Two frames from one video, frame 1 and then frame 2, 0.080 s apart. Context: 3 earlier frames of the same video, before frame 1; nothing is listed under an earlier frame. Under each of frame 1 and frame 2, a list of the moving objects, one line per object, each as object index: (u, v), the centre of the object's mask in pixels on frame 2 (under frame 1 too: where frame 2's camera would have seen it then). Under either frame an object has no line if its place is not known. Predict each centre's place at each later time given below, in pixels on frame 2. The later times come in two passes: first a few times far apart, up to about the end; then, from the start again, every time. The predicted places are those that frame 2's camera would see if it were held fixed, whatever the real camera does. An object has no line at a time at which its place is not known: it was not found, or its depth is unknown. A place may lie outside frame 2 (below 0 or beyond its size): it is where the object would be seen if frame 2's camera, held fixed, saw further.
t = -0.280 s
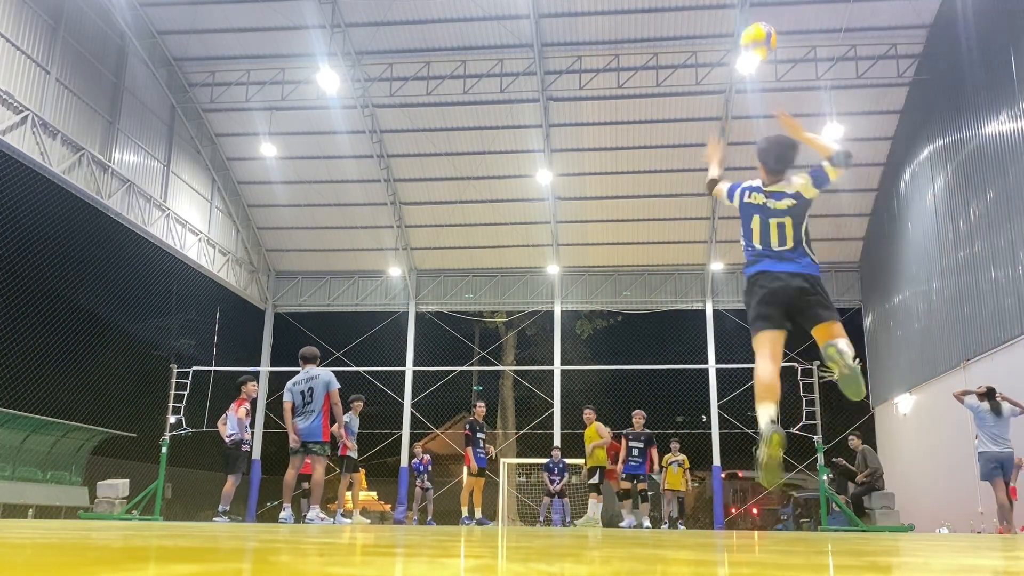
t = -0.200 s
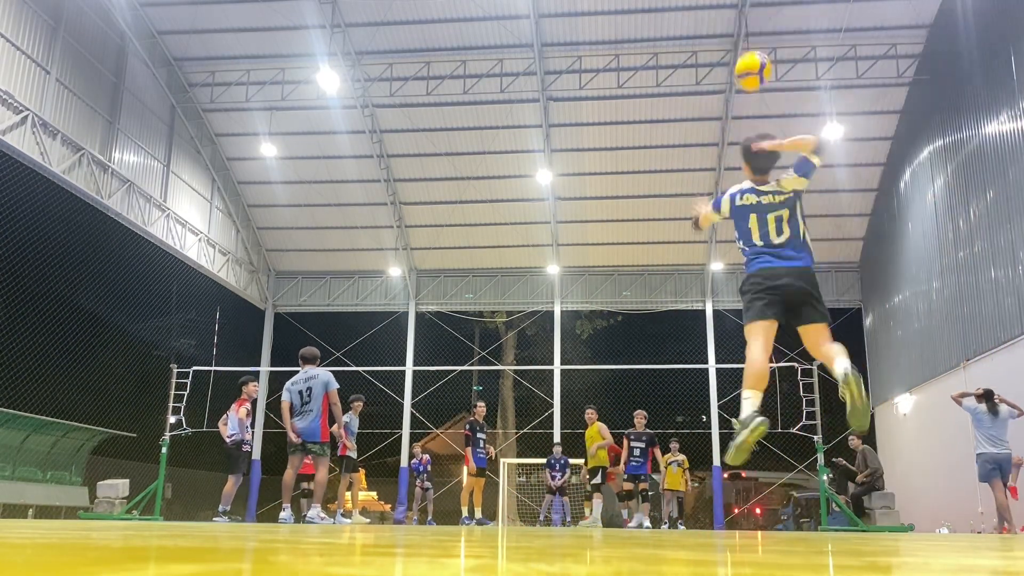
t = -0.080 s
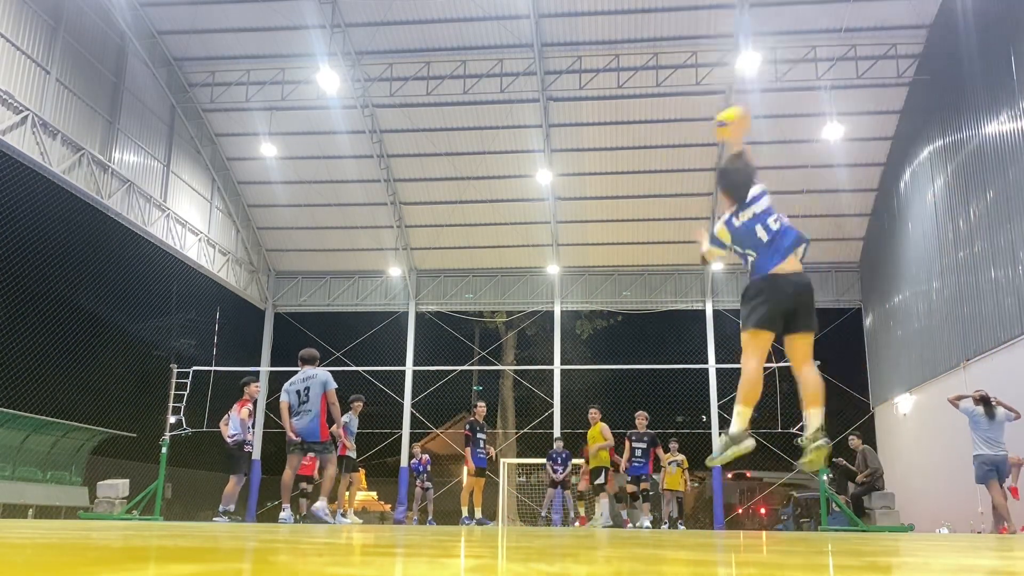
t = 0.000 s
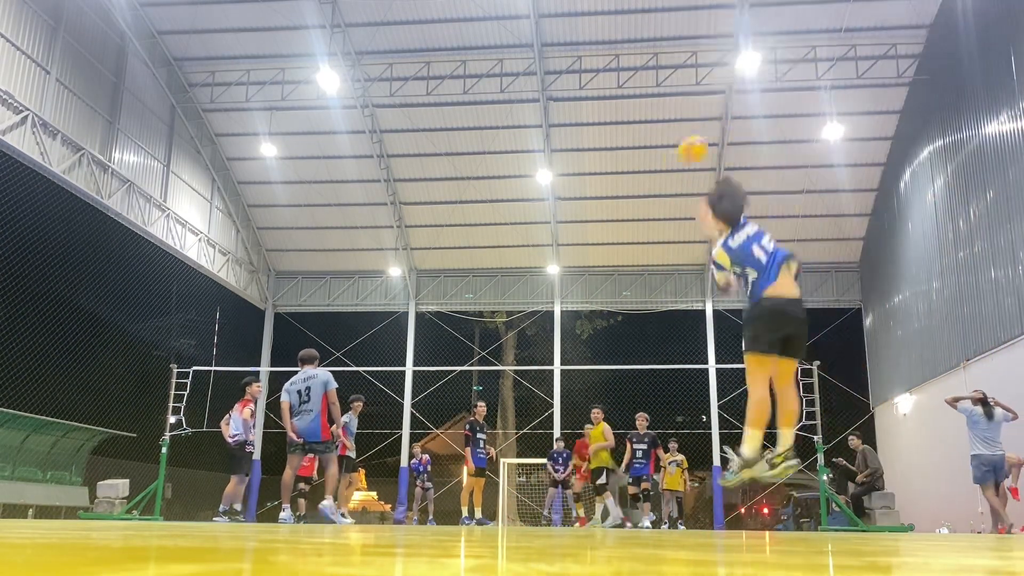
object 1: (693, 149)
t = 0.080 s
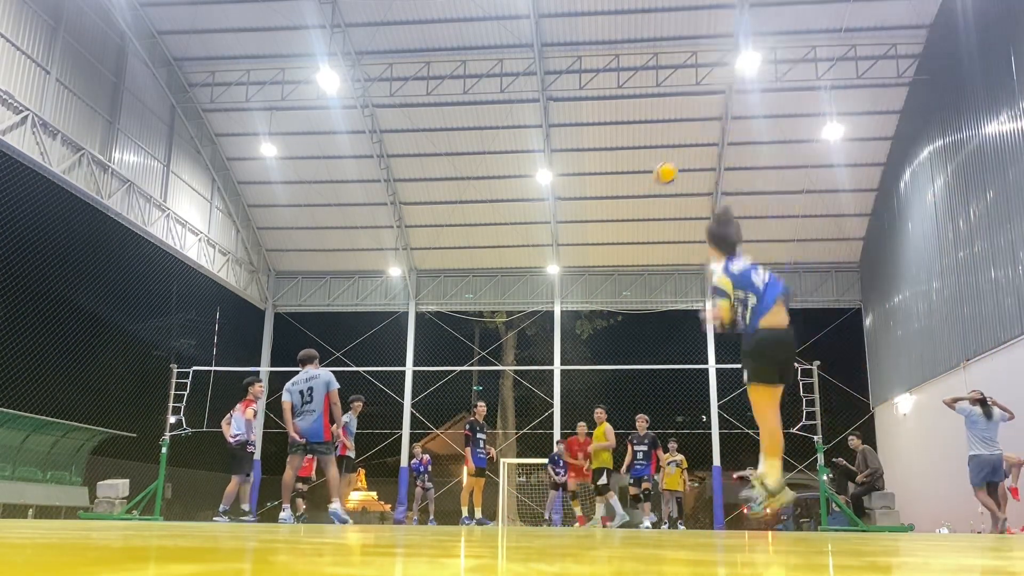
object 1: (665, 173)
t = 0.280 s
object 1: (624, 228)
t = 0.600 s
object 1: (592, 312)
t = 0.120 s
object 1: (655, 185)
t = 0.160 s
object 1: (647, 195)
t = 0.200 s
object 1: (638, 206)
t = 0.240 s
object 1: (630, 217)
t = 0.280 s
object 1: (624, 228)
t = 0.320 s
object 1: (618, 239)
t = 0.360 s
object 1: (614, 249)
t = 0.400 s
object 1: (609, 261)
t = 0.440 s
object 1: (606, 269)
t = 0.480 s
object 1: (603, 280)
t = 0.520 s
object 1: (598, 290)
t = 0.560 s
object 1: (595, 300)
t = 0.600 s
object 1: (592, 312)
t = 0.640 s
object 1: (589, 323)
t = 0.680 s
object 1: (586, 333)
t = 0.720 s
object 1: (583, 345)
